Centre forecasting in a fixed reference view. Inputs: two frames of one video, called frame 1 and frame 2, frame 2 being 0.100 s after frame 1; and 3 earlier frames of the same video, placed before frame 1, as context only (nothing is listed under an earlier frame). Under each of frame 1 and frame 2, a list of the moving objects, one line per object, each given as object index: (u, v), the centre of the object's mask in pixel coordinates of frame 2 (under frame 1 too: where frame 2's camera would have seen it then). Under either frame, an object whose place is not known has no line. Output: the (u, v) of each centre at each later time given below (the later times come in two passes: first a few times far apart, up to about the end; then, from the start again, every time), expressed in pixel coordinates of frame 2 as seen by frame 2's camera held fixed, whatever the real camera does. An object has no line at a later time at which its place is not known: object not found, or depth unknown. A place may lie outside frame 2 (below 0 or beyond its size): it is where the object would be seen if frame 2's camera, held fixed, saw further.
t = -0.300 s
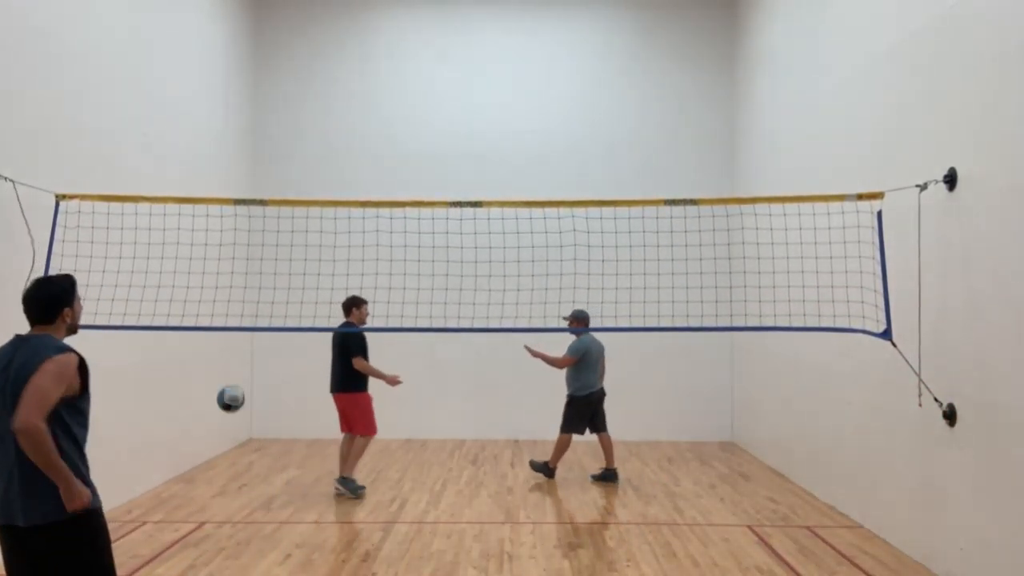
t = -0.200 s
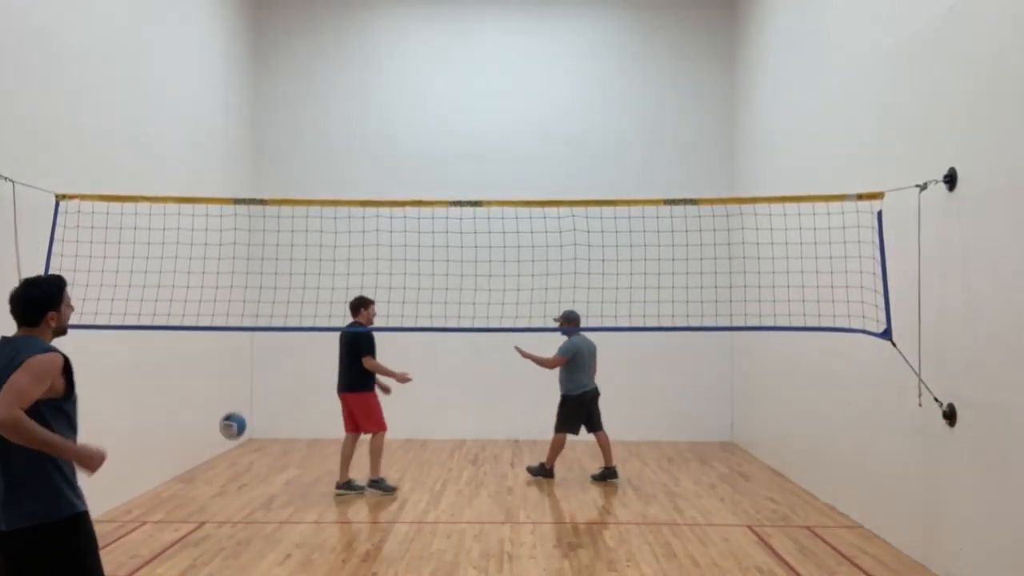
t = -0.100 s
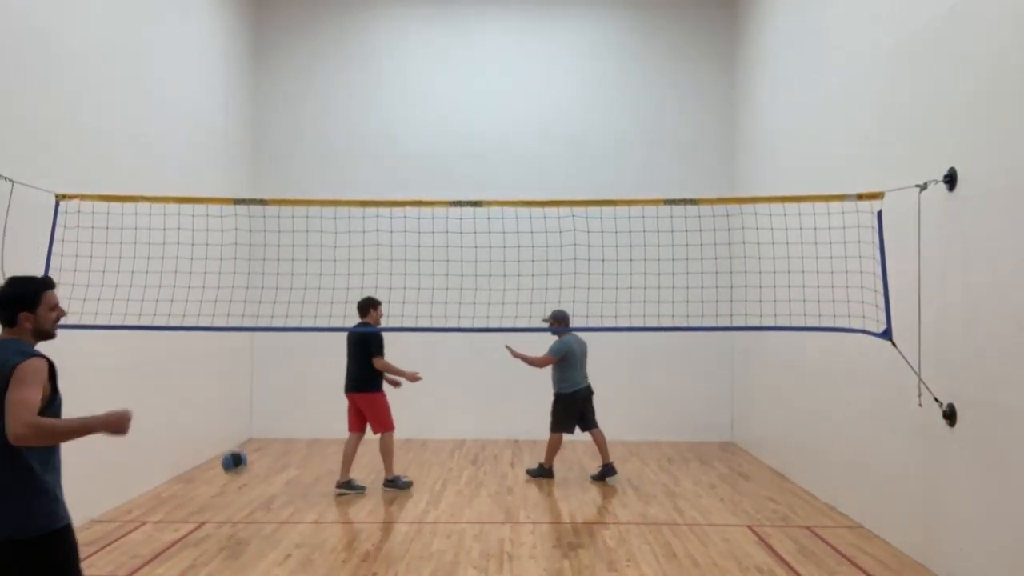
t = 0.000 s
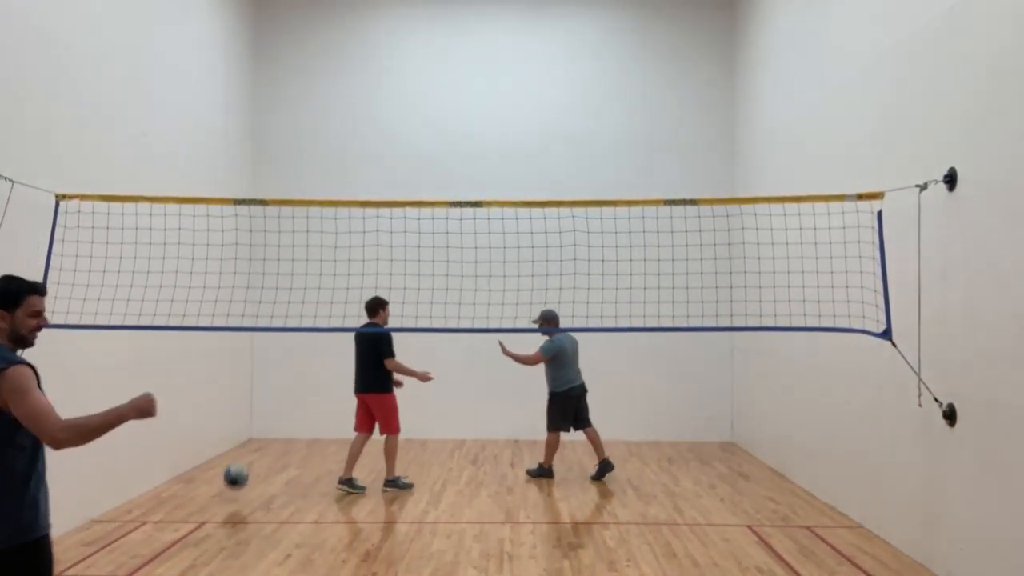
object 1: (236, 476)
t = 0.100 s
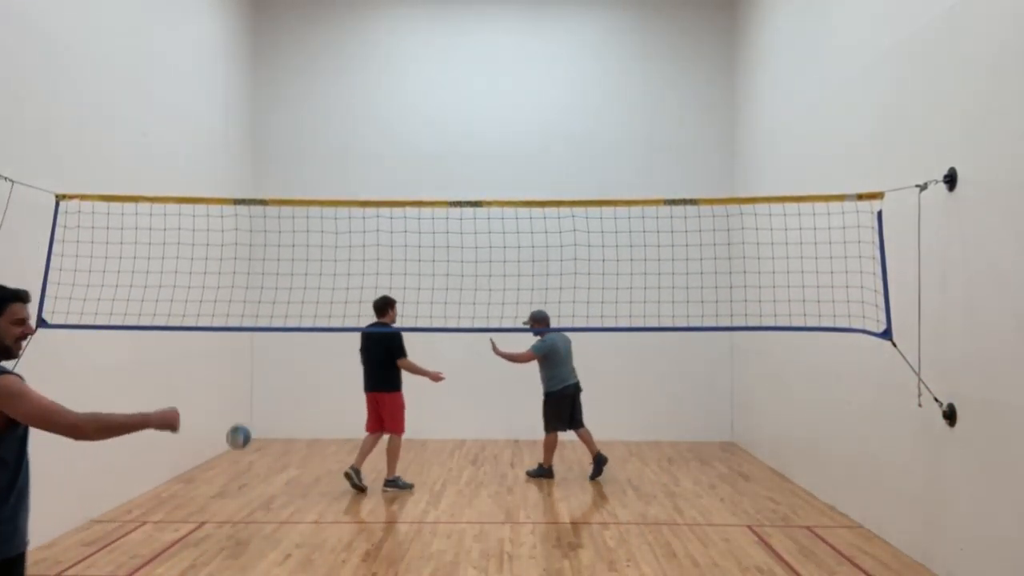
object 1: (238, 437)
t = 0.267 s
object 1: (241, 399)
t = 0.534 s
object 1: (246, 400)
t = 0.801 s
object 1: (248, 448)
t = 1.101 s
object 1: (253, 397)
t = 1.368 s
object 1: (255, 417)
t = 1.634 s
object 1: (256, 407)
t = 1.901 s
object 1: (267, 412)
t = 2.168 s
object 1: (276, 420)
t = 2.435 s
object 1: (285, 421)
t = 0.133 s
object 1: (239, 427)
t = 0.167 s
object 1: (240, 418)
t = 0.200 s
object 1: (240, 410)
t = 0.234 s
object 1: (241, 404)
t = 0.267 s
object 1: (241, 399)
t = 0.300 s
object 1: (242, 395)
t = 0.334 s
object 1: (242, 393)
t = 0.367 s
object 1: (243, 391)
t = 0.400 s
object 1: (244, 390)
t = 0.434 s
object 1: (244, 391)
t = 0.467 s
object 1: (245, 393)
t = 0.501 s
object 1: (245, 396)
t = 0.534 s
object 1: (246, 400)
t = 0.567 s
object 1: (246, 404)
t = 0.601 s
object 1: (246, 410)
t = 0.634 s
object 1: (246, 416)
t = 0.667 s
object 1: (247, 425)
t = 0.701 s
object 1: (247, 433)
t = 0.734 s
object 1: (247, 442)
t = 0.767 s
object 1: (247, 452)
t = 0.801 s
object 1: (248, 448)
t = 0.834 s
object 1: (249, 439)
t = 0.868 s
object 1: (249, 429)
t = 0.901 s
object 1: (250, 421)
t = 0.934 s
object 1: (250, 415)
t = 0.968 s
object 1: (251, 409)
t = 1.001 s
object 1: (251, 405)
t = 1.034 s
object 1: (252, 401)
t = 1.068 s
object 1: (252, 399)
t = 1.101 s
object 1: (253, 397)
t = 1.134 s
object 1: (253, 396)
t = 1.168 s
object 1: (253, 396)
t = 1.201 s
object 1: (254, 398)
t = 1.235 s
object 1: (254, 399)
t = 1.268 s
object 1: (254, 403)
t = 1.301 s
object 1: (254, 406)
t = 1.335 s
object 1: (255, 411)
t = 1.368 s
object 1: (255, 417)
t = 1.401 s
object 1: (255, 423)
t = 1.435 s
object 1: (255, 430)
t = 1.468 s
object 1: (255, 436)
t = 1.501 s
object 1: (255, 427)
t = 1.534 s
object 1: (256, 421)
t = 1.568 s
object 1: (256, 416)
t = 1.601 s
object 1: (255, 410)
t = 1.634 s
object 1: (256, 407)
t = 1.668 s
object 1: (257, 405)
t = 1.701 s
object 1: (259, 403)
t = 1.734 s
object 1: (261, 403)
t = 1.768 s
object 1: (262, 403)
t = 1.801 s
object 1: (263, 404)
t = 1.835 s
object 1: (265, 405)
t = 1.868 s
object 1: (266, 408)
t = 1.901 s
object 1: (267, 412)
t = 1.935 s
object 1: (268, 417)
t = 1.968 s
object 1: (269, 422)
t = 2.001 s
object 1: (270, 428)
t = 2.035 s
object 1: (271, 435)
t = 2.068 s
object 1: (273, 432)
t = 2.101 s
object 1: (274, 428)
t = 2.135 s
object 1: (275, 423)
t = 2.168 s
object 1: (276, 420)
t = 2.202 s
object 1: (277, 417)
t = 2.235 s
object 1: (278, 415)
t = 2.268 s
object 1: (279, 413)
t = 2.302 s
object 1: (281, 413)
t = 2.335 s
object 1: (282, 414)
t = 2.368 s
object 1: (283, 416)
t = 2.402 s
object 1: (284, 418)
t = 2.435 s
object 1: (285, 421)
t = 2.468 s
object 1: (286, 426)
